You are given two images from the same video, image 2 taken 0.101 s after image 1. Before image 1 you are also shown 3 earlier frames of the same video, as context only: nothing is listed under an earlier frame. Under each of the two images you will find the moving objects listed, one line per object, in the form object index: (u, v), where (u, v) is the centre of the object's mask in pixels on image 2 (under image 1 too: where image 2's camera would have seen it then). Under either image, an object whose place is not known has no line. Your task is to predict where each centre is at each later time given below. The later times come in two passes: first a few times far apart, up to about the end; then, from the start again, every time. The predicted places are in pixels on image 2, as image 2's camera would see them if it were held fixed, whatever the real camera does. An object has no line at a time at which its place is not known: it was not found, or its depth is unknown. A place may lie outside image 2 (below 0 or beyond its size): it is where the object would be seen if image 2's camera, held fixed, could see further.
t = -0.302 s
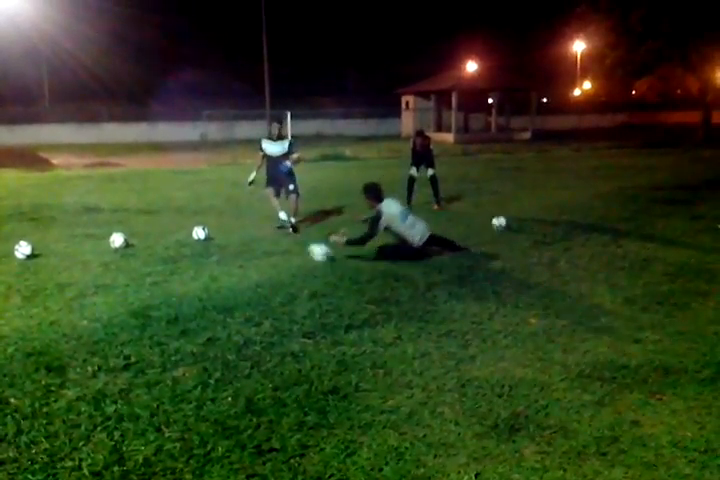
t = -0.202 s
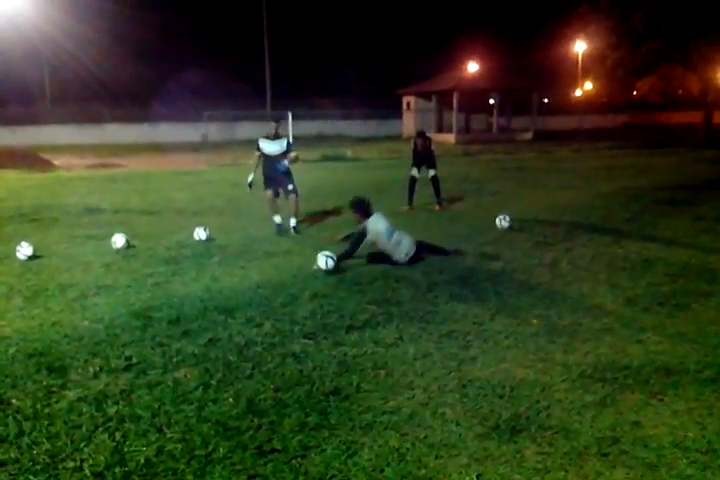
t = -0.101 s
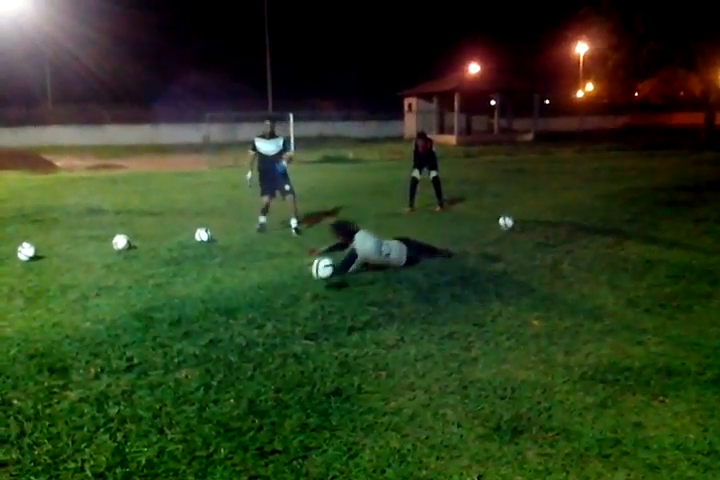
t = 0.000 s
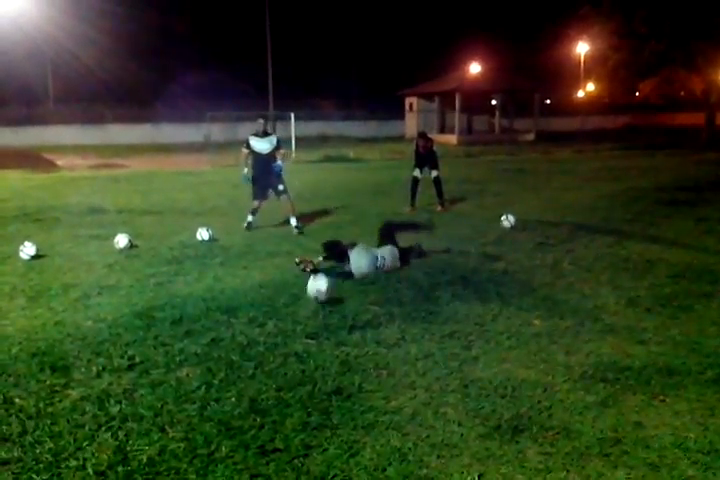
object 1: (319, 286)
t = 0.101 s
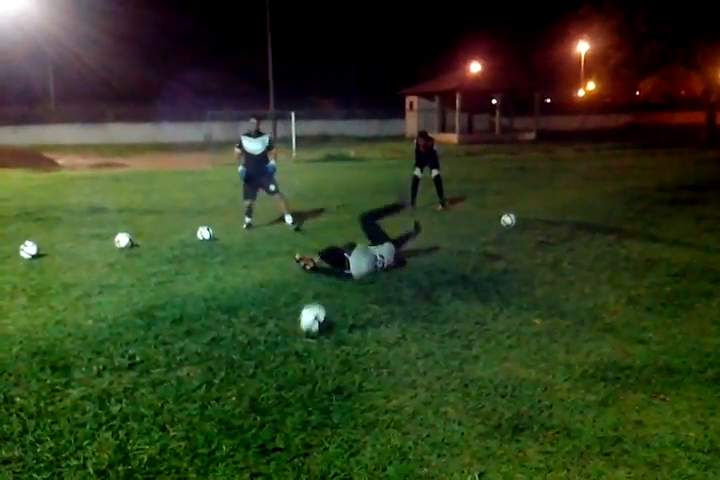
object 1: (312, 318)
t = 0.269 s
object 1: (297, 352)
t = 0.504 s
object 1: (260, 402)
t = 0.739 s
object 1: (201, 460)
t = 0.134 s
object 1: (309, 324)
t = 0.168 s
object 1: (307, 330)
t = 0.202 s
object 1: (304, 337)
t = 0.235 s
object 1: (301, 345)
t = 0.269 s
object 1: (297, 352)
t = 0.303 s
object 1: (293, 356)
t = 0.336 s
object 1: (288, 361)
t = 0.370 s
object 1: (284, 367)
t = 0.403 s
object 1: (279, 376)
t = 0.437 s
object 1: (273, 387)
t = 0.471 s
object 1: (267, 397)
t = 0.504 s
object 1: (260, 402)
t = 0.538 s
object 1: (252, 408)
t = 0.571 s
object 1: (245, 416)
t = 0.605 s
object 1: (237, 426)
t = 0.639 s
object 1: (229, 439)
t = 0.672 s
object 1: (219, 446)
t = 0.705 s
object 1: (209, 453)
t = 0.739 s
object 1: (201, 460)
